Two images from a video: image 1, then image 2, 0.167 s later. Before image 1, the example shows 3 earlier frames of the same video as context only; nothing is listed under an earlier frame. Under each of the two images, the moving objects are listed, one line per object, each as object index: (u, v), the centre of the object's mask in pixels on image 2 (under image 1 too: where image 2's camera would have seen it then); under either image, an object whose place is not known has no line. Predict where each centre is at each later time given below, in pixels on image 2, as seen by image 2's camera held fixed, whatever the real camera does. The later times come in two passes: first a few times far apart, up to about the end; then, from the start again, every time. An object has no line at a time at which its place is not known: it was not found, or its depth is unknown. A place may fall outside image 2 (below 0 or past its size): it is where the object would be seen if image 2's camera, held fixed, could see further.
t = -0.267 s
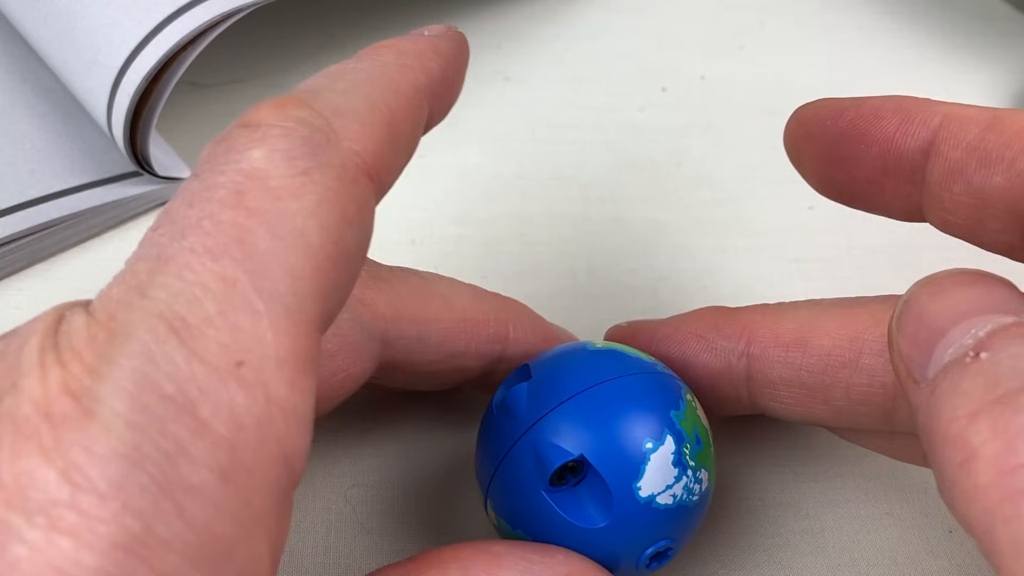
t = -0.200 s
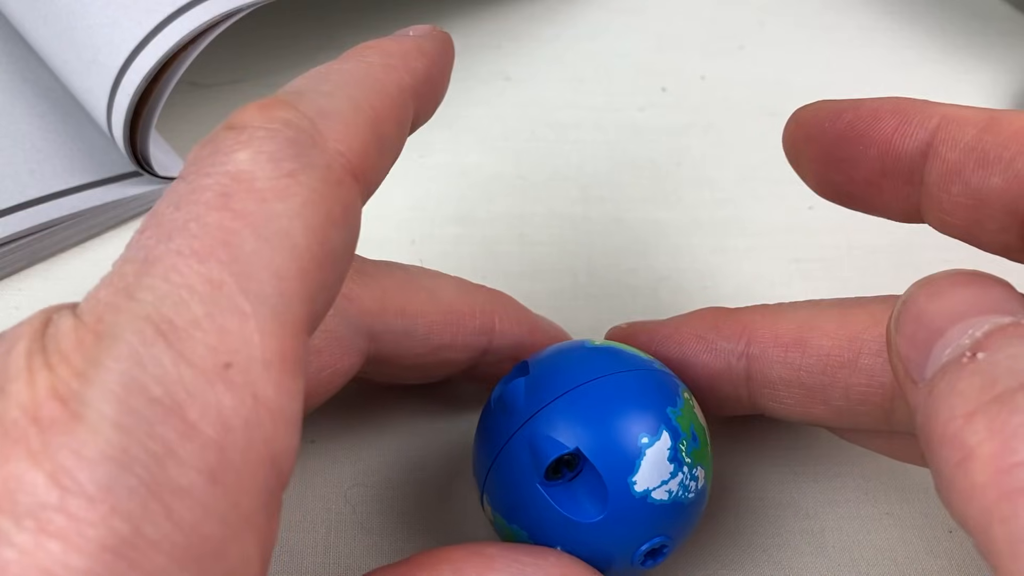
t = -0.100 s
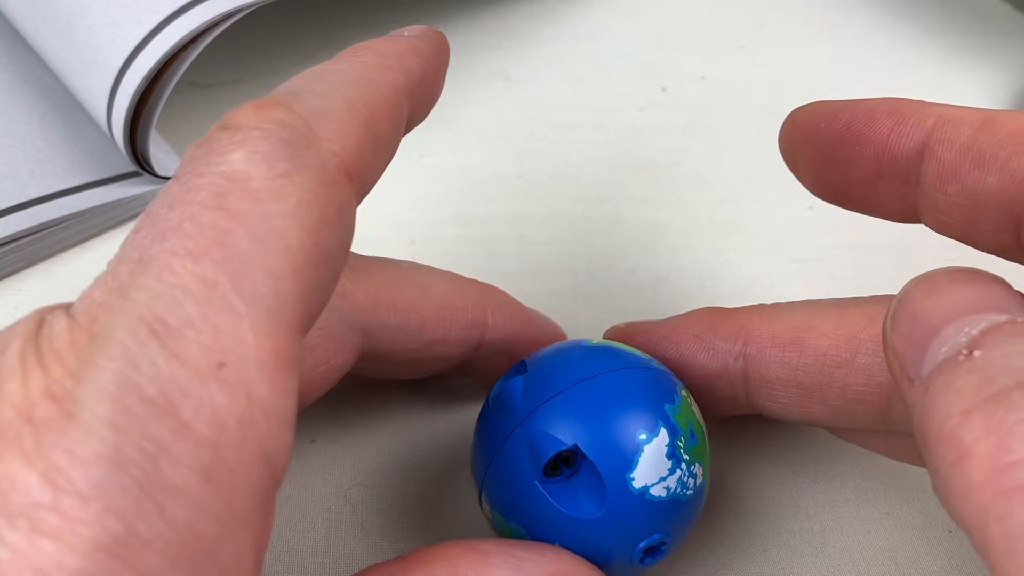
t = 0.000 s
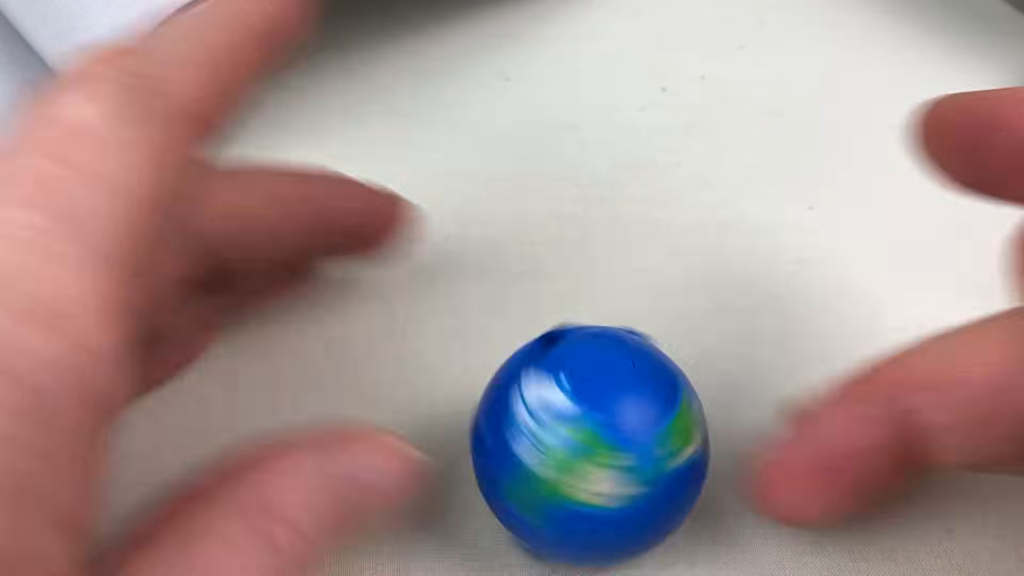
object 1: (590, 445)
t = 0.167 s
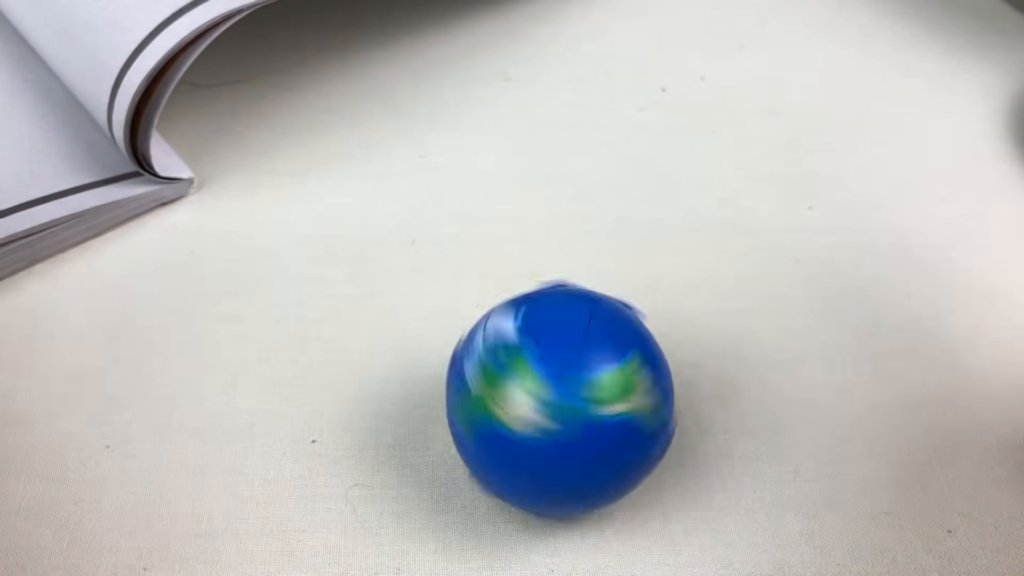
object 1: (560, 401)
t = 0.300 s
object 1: (550, 360)
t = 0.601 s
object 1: (532, 270)
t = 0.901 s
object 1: (538, 187)
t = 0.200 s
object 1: (555, 390)
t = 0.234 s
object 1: (553, 378)
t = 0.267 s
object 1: (553, 368)
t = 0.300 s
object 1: (550, 360)
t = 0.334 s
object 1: (545, 350)
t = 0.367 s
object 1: (541, 339)
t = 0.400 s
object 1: (539, 327)
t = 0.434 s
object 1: (538, 316)
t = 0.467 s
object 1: (538, 308)
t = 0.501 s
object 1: (535, 300)
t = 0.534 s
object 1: (533, 292)
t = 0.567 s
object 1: (531, 281)
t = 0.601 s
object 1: (532, 270)
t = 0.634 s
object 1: (533, 259)
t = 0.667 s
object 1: (535, 251)
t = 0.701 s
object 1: (534, 243)
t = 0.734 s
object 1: (533, 235)
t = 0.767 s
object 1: (532, 224)
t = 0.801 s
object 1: (532, 215)
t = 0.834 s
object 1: (535, 205)
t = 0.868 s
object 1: (536, 195)
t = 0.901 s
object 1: (538, 187)
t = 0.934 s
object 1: (539, 180)
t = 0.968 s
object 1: (539, 171)
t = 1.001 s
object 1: (539, 163)
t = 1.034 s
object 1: (539, 154)
